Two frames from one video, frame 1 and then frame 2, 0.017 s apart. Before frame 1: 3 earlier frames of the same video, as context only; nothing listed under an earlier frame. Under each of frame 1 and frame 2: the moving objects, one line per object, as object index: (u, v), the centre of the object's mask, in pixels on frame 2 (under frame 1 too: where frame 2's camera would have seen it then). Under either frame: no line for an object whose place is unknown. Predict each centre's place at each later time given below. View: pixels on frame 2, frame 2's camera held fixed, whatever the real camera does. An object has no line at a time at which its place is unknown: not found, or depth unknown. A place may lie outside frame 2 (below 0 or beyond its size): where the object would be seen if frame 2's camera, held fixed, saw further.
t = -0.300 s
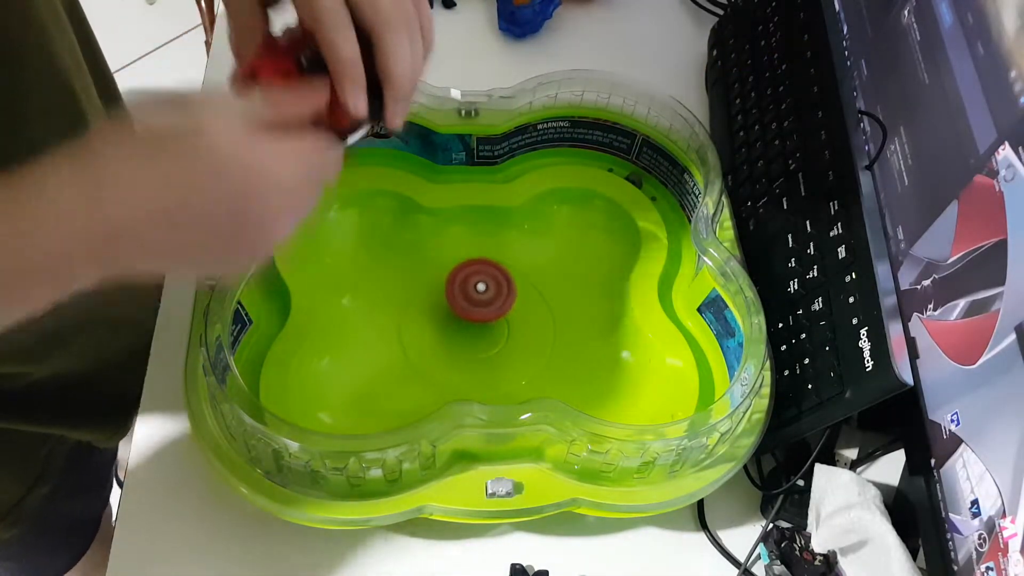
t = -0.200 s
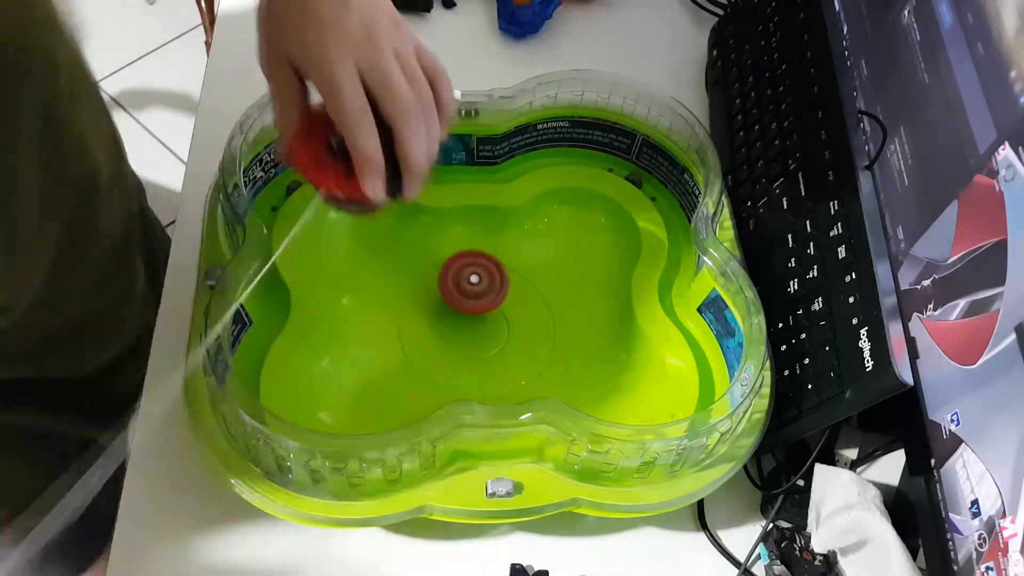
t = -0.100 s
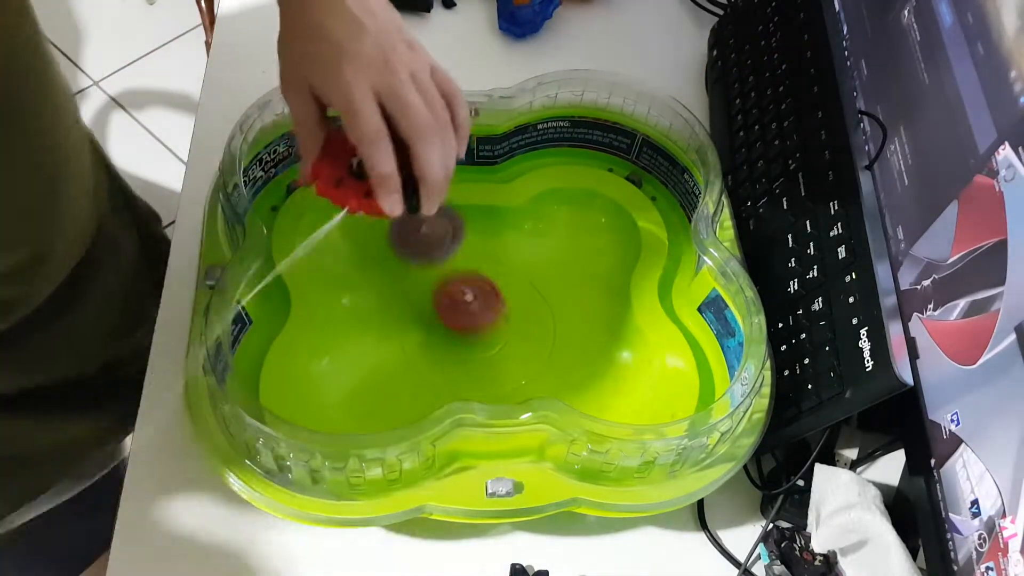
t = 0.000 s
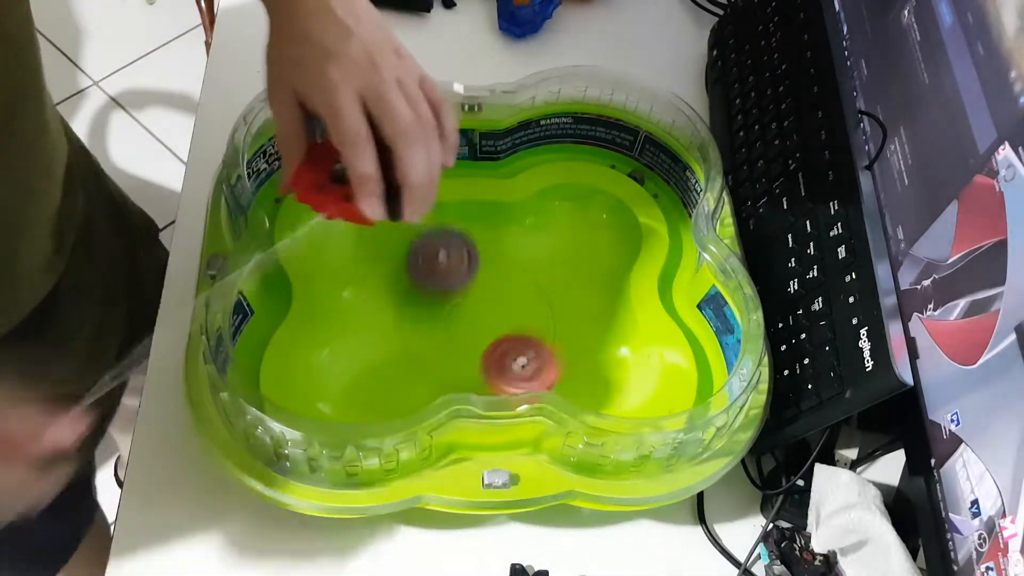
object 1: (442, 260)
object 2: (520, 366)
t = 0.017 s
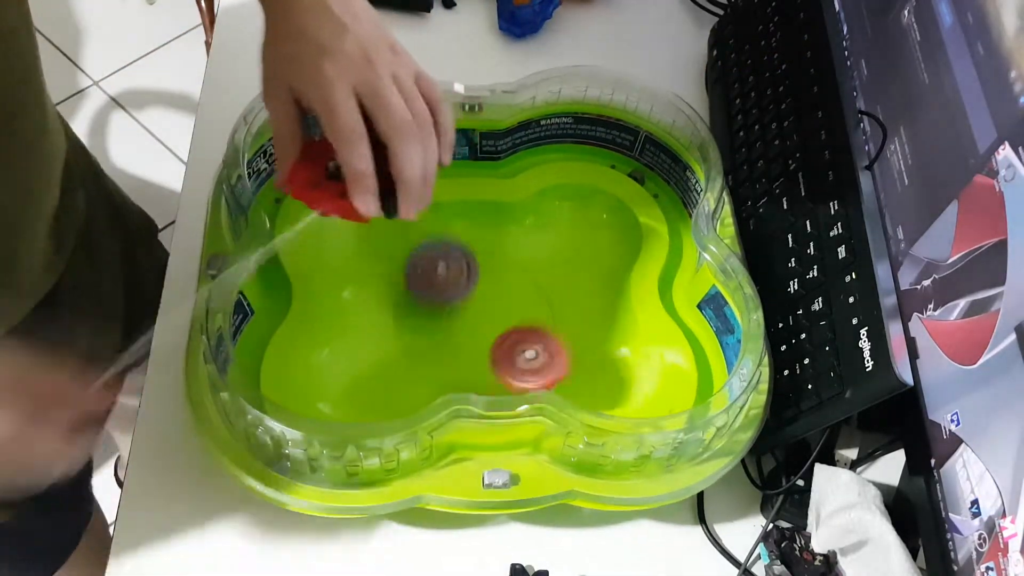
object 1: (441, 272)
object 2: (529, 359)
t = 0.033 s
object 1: (440, 285)
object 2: (537, 354)
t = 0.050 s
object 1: (441, 299)
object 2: (546, 350)
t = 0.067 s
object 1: (444, 311)
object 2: (553, 348)
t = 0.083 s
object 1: (448, 324)
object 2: (560, 347)
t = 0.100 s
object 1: (453, 338)
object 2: (565, 349)
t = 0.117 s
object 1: (461, 348)
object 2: (571, 352)
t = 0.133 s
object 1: (469, 358)
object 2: (576, 357)
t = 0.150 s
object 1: (479, 363)
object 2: (580, 363)
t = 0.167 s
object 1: (488, 367)
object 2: (584, 362)
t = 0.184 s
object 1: (499, 368)
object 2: (589, 355)
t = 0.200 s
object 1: (511, 369)
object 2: (593, 349)
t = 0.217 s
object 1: (522, 370)
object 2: (597, 345)
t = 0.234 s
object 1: (533, 368)
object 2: (601, 343)
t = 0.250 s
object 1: (544, 366)
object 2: (606, 341)
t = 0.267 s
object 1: (549, 363)
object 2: (606, 336)
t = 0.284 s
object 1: (548, 361)
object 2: (609, 333)
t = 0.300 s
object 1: (531, 361)
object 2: (617, 324)
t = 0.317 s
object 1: (508, 363)
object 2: (626, 313)
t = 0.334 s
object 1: (488, 365)
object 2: (633, 304)
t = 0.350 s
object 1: (467, 368)
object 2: (633, 297)
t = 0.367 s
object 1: (445, 372)
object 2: (632, 290)
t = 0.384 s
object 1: (428, 369)
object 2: (629, 286)
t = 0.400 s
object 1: (409, 361)
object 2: (627, 285)
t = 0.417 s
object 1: (390, 356)
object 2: (624, 284)
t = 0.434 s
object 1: (373, 351)
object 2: (619, 283)
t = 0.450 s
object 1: (356, 342)
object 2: (611, 279)
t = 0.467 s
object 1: (346, 334)
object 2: (601, 275)
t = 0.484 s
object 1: (343, 329)
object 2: (589, 272)
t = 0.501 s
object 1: (340, 325)
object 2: (578, 272)
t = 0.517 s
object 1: (337, 323)
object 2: (568, 271)
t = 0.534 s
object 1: (335, 324)
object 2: (559, 262)
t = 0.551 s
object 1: (333, 326)
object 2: (548, 255)
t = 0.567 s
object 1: (331, 330)
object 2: (538, 250)
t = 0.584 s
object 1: (330, 336)
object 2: (530, 245)
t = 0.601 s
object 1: (329, 344)
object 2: (522, 242)
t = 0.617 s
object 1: (334, 348)
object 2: (514, 240)
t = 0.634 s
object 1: (347, 352)
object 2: (506, 240)
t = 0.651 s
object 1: (359, 359)
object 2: (497, 241)
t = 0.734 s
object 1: (410, 366)
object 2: (444, 257)
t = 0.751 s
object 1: (419, 360)
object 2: (432, 261)
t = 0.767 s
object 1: (426, 356)
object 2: (422, 265)
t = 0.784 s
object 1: (434, 354)
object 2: (412, 268)
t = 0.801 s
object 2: (405, 272)
